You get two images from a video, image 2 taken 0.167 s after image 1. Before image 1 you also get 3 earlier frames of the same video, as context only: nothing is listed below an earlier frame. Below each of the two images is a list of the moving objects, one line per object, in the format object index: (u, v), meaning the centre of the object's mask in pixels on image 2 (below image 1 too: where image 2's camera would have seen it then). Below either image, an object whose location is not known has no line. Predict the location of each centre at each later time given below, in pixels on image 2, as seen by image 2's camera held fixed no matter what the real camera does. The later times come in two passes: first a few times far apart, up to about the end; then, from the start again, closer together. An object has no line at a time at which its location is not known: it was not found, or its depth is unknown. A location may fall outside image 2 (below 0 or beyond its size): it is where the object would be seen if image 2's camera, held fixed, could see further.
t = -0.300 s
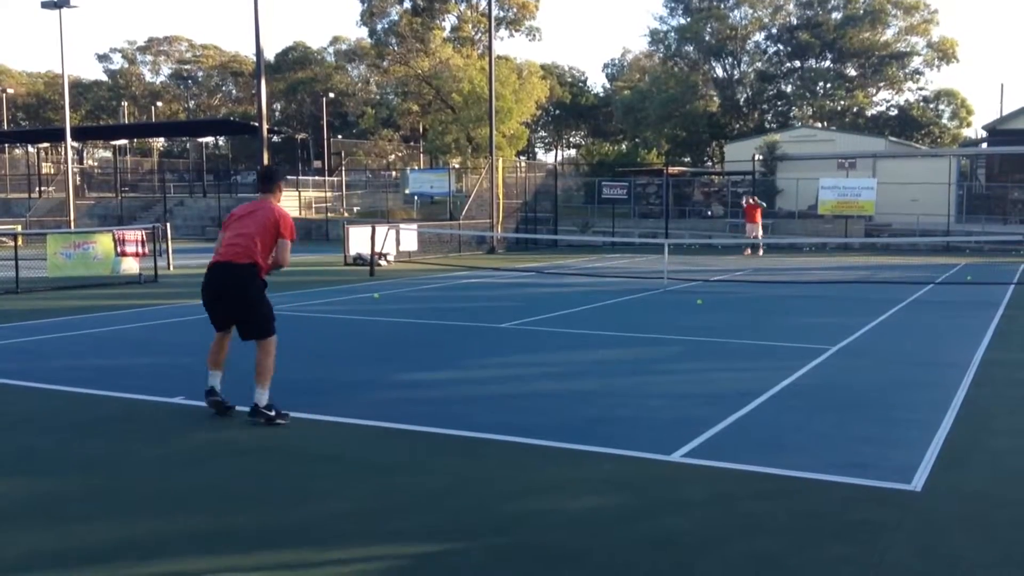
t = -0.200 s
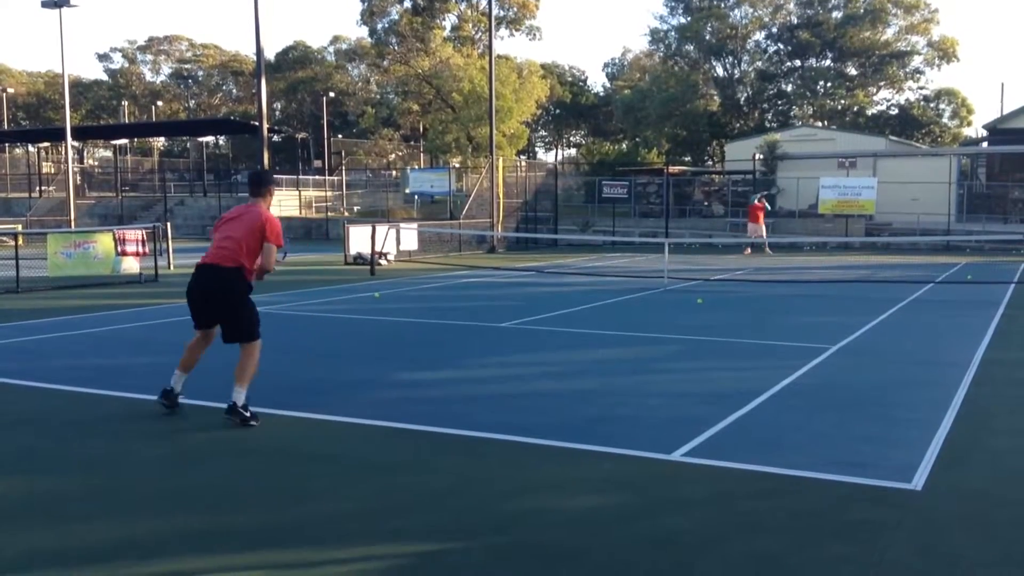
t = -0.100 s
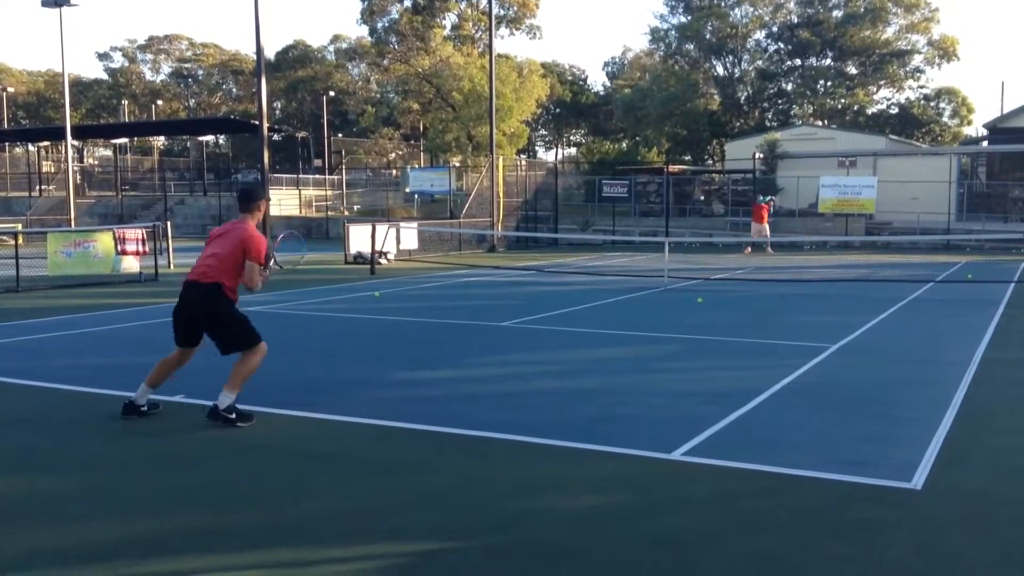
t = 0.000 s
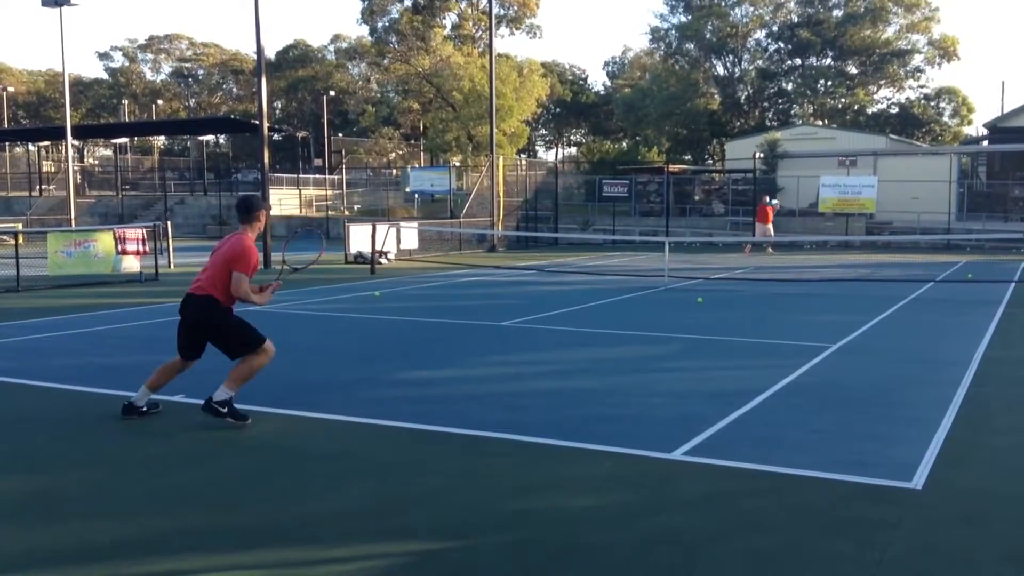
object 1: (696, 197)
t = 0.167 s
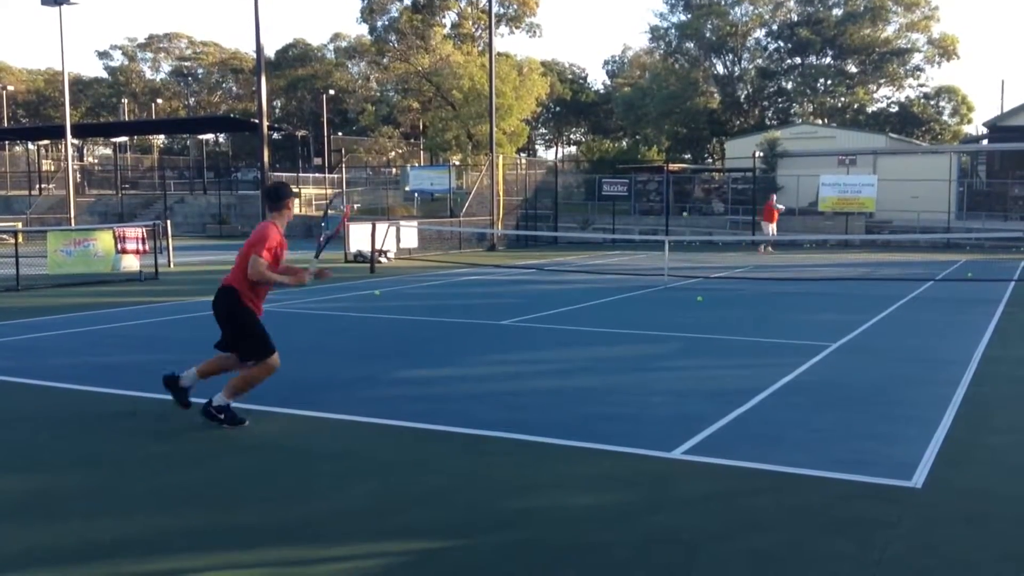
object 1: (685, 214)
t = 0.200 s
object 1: (682, 220)
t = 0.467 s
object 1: (648, 335)
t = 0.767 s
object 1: (617, 299)
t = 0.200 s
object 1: (682, 220)
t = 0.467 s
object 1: (648, 335)
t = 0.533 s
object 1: (645, 331)
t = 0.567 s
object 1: (642, 324)
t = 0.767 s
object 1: (617, 299)
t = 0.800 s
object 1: (611, 300)
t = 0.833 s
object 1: (604, 302)
